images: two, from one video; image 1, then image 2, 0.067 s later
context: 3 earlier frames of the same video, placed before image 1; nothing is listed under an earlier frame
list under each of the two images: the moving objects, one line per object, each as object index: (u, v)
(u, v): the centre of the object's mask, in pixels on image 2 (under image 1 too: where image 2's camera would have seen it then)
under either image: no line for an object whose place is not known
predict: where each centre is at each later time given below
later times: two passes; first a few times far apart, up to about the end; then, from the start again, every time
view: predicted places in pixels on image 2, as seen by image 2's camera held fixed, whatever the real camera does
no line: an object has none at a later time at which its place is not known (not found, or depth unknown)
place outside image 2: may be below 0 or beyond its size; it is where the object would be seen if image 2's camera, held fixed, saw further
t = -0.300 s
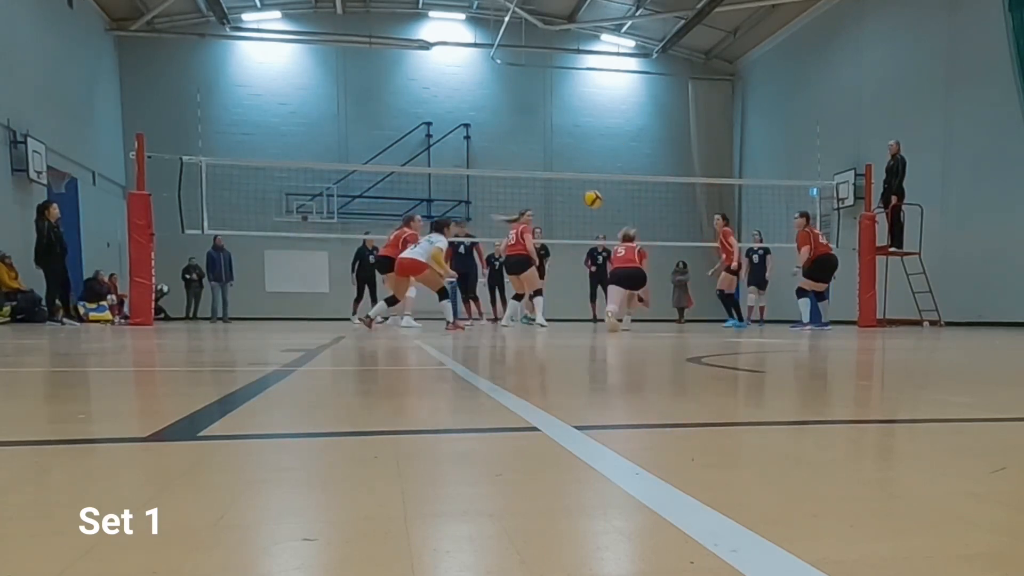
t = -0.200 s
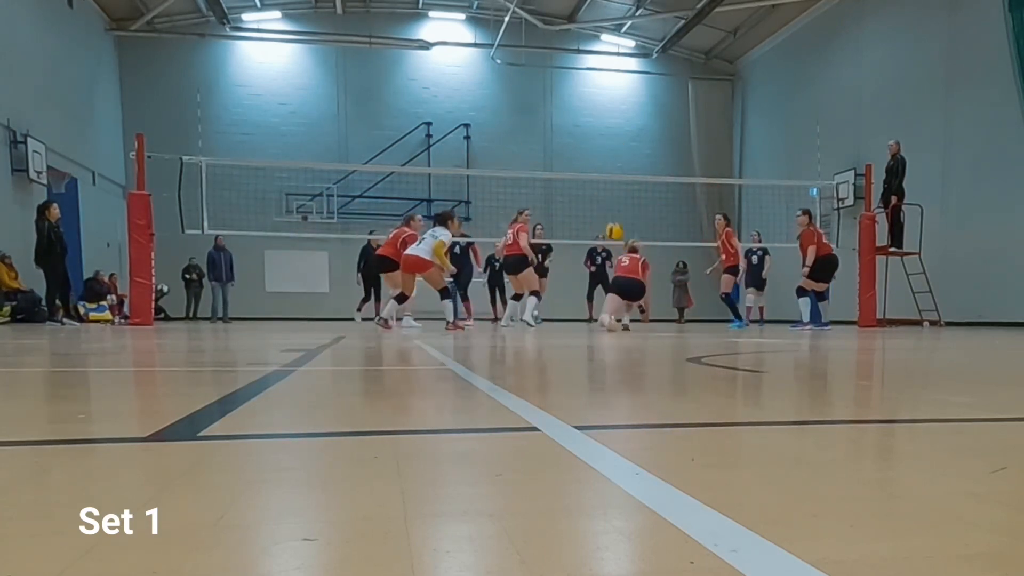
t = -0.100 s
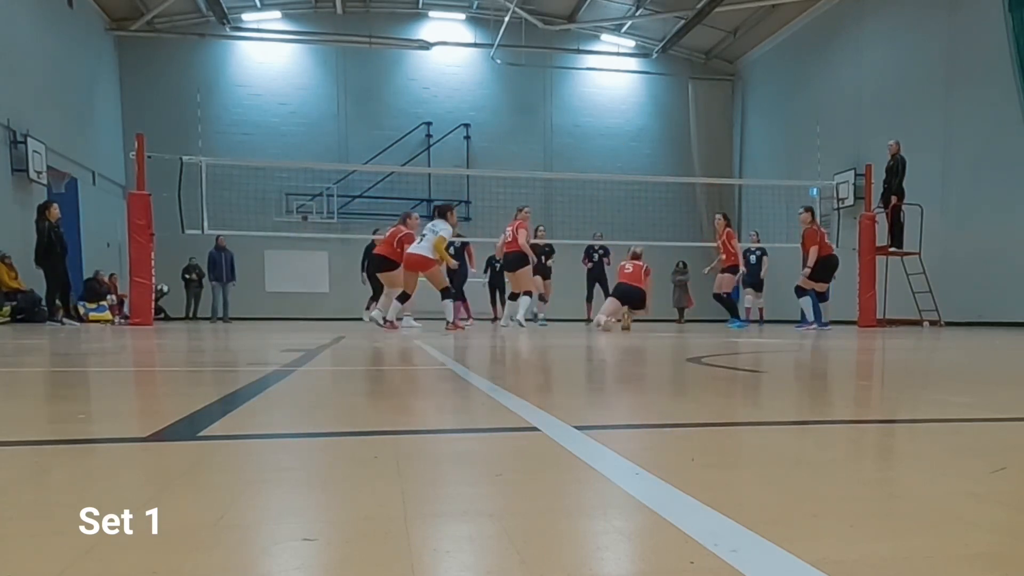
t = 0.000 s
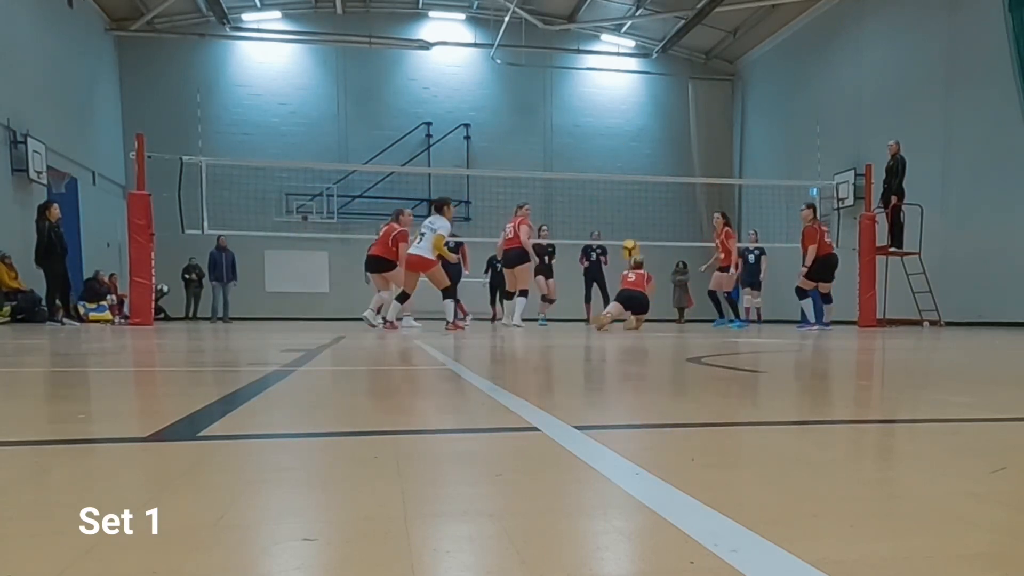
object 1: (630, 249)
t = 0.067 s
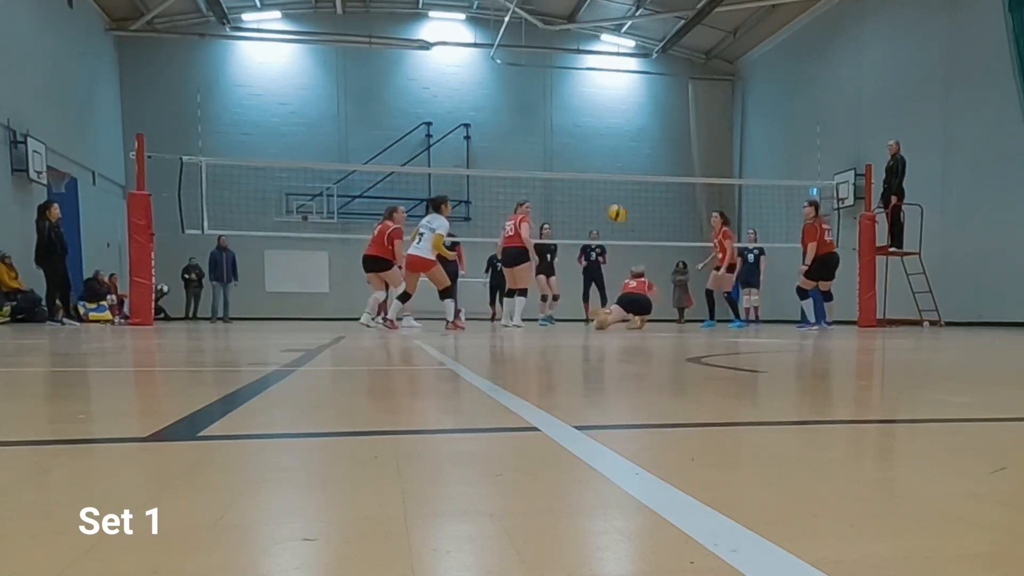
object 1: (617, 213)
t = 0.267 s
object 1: (579, 134)
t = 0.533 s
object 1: (536, 84)
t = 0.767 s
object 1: (500, 85)
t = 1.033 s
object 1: (464, 128)
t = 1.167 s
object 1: (449, 163)
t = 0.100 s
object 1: (610, 197)
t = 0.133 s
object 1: (605, 182)
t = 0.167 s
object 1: (599, 169)
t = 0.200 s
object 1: (592, 156)
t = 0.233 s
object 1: (587, 145)
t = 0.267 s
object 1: (579, 134)
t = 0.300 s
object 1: (575, 124)
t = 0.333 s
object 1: (569, 116)
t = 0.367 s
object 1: (563, 108)
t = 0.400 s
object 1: (558, 101)
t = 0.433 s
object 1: (552, 96)
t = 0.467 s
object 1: (546, 91)
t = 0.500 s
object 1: (541, 88)
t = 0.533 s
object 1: (536, 84)
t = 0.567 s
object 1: (530, 82)
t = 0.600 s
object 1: (525, 80)
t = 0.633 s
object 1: (520, 80)
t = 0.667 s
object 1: (515, 80)
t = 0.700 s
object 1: (510, 80)
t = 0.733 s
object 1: (506, 83)
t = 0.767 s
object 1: (500, 85)
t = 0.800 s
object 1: (496, 88)
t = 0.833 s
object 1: (491, 91)
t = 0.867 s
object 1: (486, 96)
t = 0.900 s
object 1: (482, 101)
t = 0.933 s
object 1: (477, 107)
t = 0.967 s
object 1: (474, 113)
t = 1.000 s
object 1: (469, 121)
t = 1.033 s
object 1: (464, 128)
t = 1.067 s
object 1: (460, 135)
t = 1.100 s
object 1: (456, 145)
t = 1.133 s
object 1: (452, 153)
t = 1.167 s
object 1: (449, 163)
